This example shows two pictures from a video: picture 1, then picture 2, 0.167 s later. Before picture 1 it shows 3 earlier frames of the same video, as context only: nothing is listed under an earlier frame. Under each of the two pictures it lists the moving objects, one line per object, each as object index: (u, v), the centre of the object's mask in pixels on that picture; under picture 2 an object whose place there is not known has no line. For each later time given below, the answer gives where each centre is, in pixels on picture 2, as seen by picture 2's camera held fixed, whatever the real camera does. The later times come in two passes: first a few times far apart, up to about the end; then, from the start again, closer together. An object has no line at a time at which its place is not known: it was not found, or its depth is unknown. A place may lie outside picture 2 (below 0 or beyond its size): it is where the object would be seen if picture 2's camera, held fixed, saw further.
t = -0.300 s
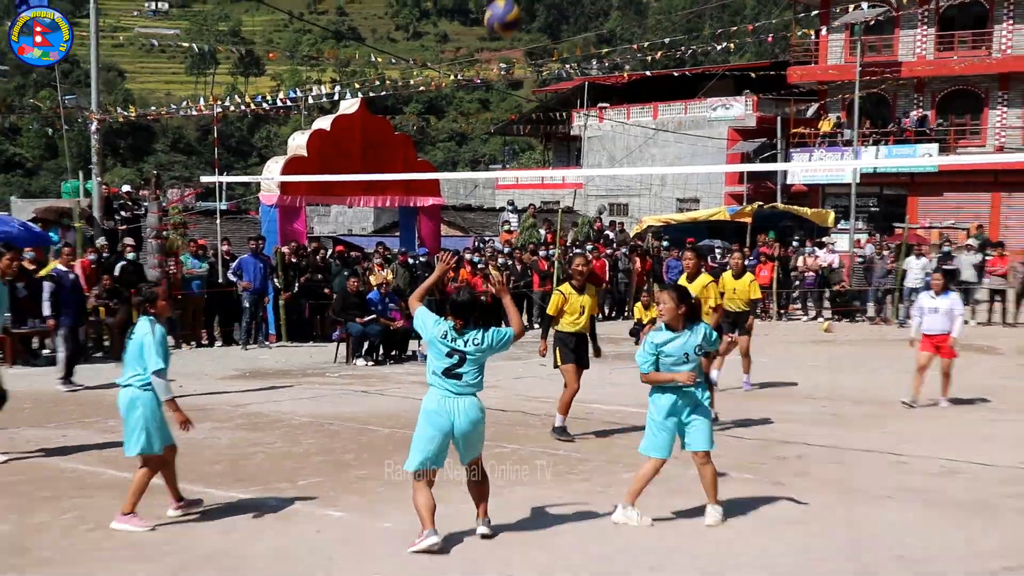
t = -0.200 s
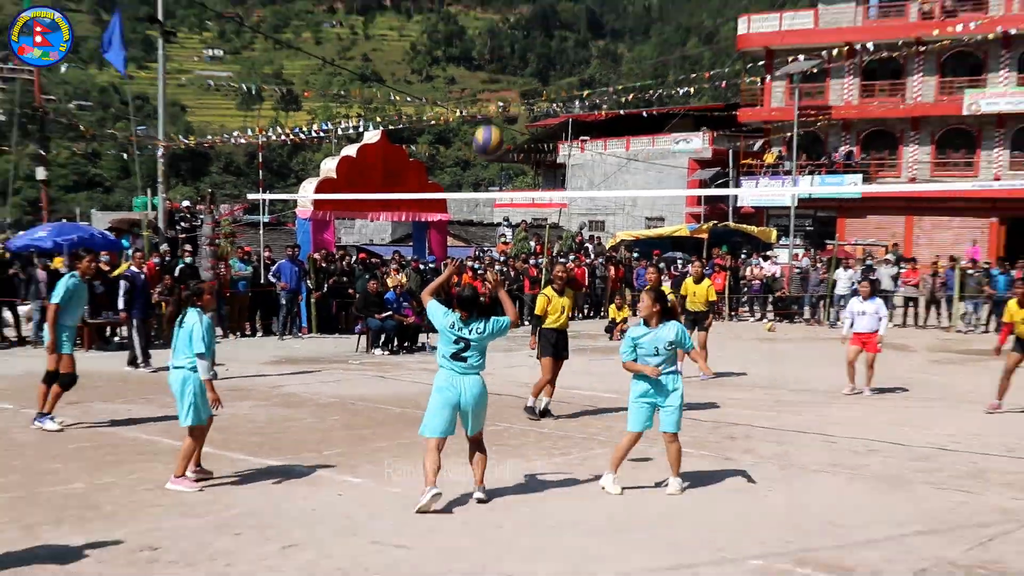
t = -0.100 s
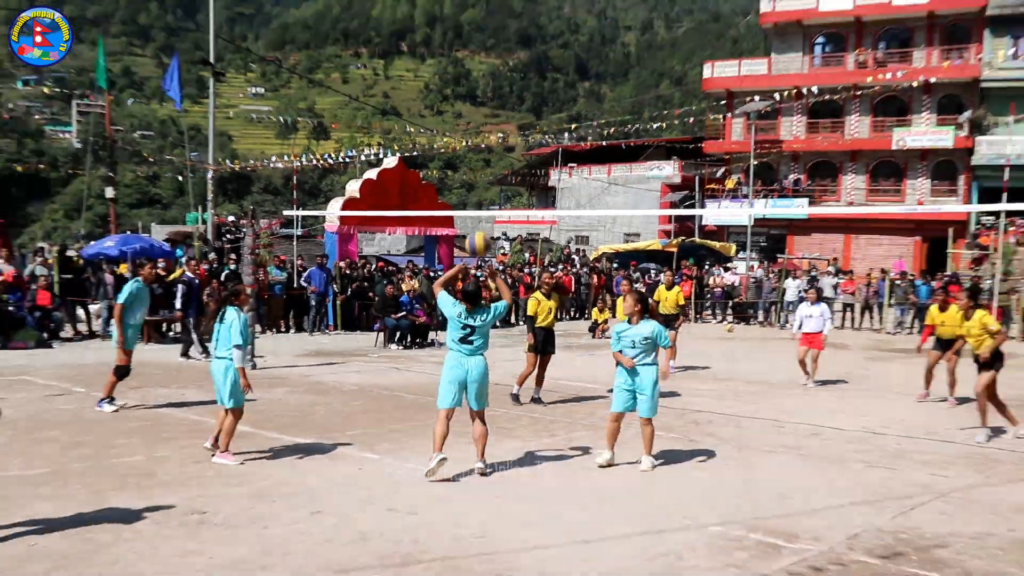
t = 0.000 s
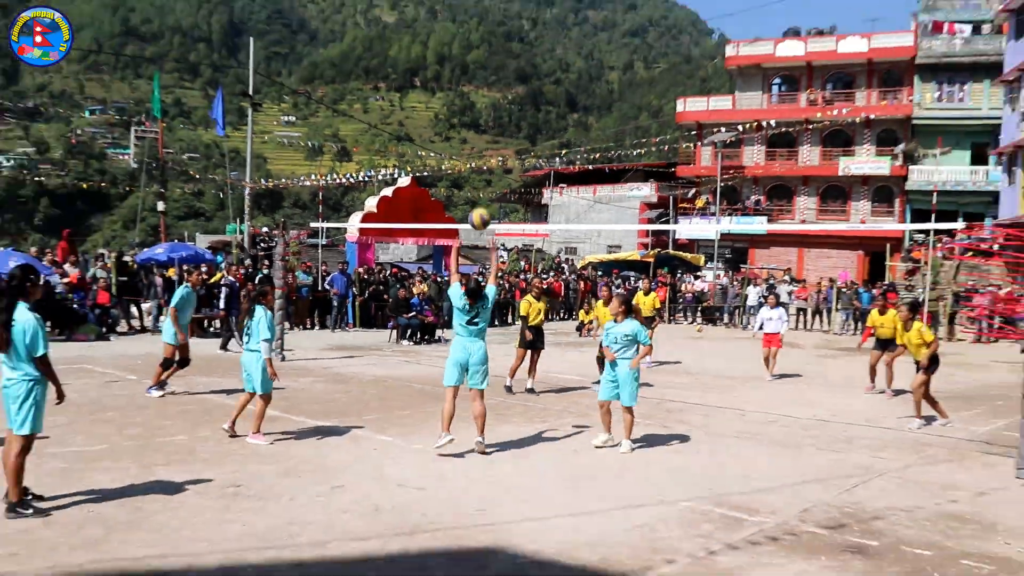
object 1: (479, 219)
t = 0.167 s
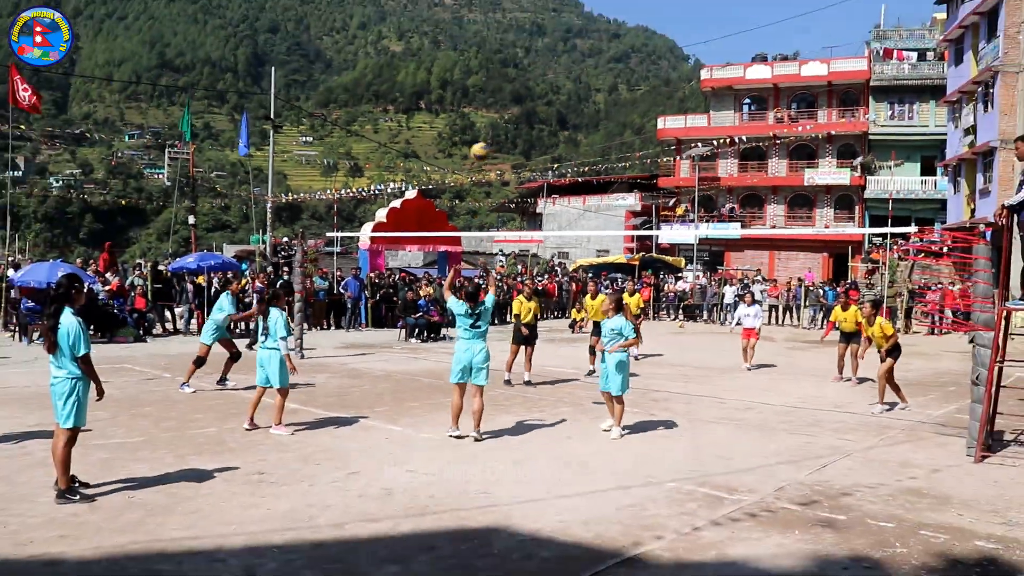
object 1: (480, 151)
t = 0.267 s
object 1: (478, 123)
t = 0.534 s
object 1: (471, 89)
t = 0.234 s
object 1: (478, 131)
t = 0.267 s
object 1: (478, 123)
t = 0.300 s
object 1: (477, 116)
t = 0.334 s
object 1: (477, 109)
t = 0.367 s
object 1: (476, 103)
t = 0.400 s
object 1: (475, 98)
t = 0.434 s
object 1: (474, 94)
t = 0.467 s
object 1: (472, 92)
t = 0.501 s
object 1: (472, 89)
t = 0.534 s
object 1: (471, 89)
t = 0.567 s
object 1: (471, 89)
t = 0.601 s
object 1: (469, 90)
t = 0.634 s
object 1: (467, 91)
